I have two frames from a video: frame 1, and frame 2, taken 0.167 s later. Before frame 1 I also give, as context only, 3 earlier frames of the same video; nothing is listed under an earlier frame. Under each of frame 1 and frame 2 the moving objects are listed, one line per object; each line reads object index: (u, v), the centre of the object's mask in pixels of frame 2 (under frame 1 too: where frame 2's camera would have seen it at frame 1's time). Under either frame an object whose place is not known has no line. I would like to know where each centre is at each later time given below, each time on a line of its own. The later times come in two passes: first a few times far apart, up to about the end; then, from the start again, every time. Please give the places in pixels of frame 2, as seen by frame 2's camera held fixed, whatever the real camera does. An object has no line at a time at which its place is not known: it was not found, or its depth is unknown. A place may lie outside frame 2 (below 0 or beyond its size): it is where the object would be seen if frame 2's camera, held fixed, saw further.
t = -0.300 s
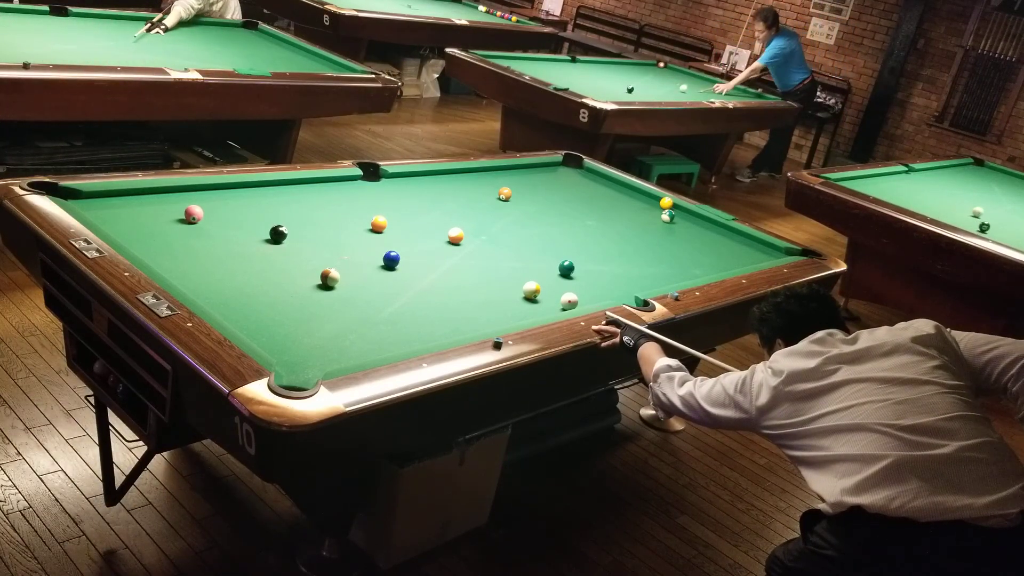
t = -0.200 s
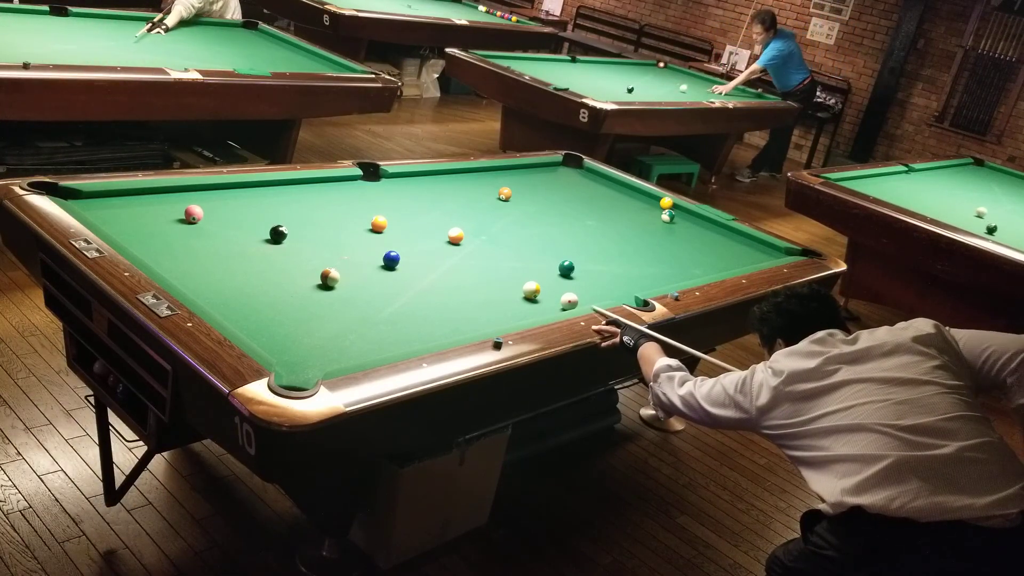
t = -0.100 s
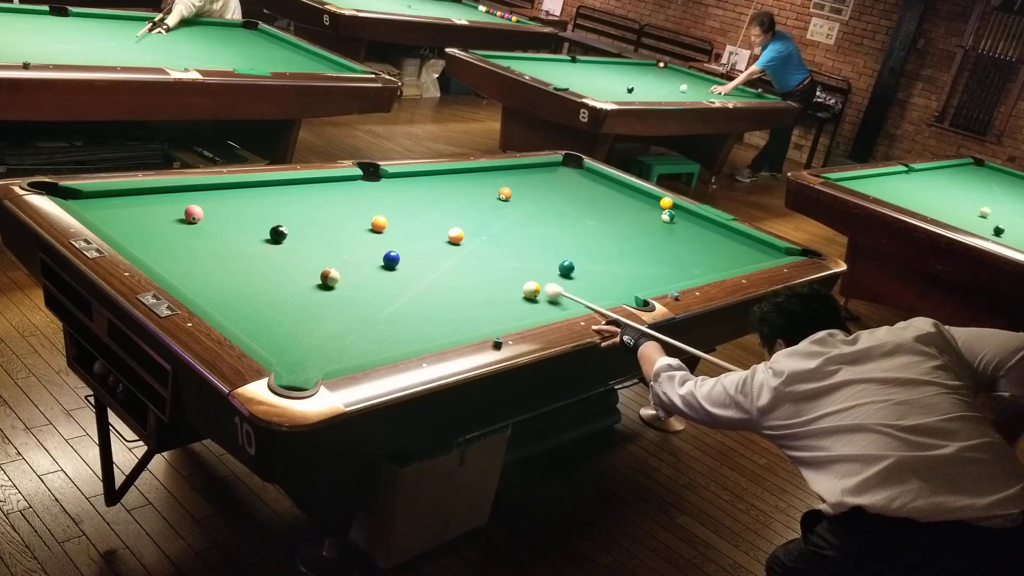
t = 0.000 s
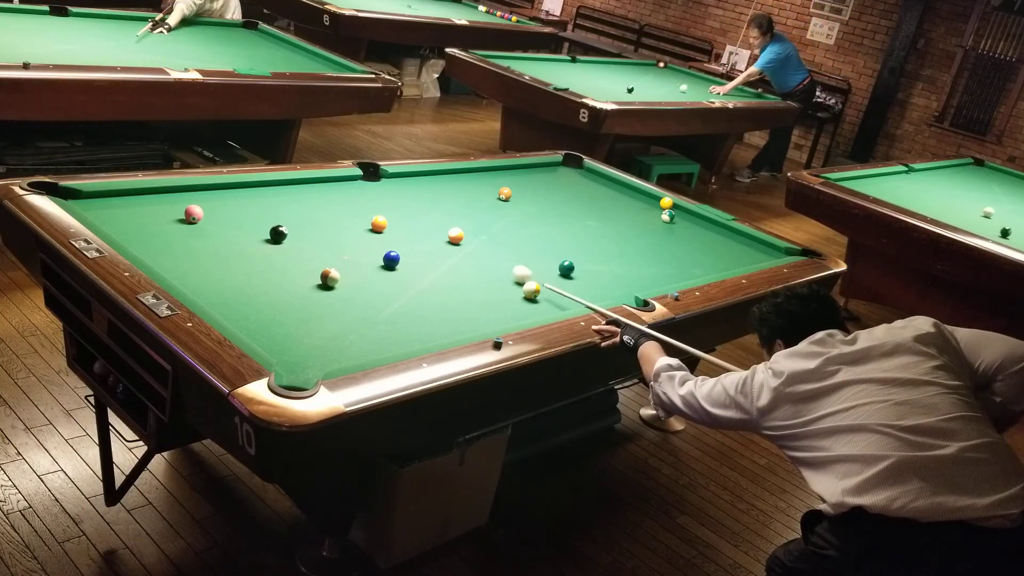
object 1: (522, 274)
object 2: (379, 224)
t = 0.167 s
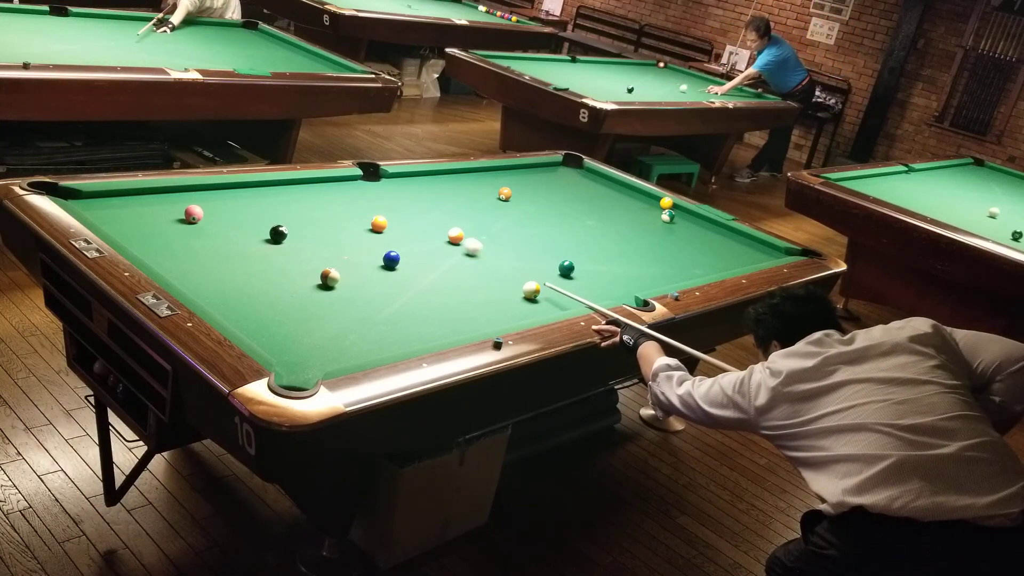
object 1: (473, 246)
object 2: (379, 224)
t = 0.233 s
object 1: (460, 241)
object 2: (379, 223)
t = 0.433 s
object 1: (435, 235)
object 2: (379, 223)
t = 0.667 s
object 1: (406, 226)
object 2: (379, 223)
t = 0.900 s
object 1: (386, 219)
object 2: (372, 223)
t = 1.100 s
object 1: (374, 212)
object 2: (363, 223)
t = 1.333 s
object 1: (361, 206)
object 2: (354, 223)
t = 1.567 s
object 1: (350, 200)
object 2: (346, 223)
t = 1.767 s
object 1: (341, 195)
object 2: (340, 223)
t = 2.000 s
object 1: (332, 190)
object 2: (334, 223)
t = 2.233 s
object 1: (323, 185)
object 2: (329, 223)
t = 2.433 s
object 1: (316, 181)
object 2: (326, 223)
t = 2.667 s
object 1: (320, 183)
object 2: (324, 223)
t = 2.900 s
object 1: (324, 185)
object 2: (322, 222)
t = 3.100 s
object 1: (327, 187)
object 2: (322, 223)
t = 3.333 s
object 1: (329, 188)
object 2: (322, 223)
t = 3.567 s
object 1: (331, 189)
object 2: (322, 223)
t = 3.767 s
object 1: (332, 190)
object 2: (322, 223)
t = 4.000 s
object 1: (332, 190)
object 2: (322, 223)
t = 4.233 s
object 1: (332, 190)
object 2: (322, 223)
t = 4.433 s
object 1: (332, 190)
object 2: (322, 223)
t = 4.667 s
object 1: (332, 190)
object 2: (322, 223)
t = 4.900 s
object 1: (332, 190)
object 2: (322, 223)
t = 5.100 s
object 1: (332, 190)
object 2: (322, 223)
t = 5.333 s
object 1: (332, 190)
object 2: (322, 223)
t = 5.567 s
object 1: (332, 190)
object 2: (322, 223)
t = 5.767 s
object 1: (332, 190)
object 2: (323, 223)
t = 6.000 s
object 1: (332, 190)
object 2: (323, 222)
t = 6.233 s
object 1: (332, 190)
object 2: (323, 223)
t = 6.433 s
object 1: (332, 190)
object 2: (323, 223)
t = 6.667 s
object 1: (332, 190)
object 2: (323, 223)
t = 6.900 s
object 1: (332, 190)
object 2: (323, 223)
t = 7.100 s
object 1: (332, 190)
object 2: (323, 223)
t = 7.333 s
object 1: (332, 190)
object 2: (323, 223)
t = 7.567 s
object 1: (332, 190)
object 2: (323, 223)
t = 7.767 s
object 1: (332, 190)
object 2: (323, 223)
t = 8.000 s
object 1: (332, 190)
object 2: (323, 223)
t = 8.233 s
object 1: (332, 190)
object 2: (323, 223)
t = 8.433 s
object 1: (332, 190)
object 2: (323, 223)
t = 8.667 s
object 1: (332, 190)
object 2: (323, 223)
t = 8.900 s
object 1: (332, 190)
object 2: (323, 223)
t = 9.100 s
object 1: (332, 190)
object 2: (323, 223)
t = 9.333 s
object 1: (332, 190)
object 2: (323, 223)
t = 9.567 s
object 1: (332, 190)
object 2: (323, 222)
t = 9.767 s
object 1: (332, 190)
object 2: (323, 223)
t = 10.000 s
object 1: (332, 190)
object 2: (323, 223)
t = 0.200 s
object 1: (464, 242)
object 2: (379, 223)
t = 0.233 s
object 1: (460, 241)
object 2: (379, 223)
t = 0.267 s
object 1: (457, 241)
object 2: (379, 223)
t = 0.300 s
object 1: (452, 240)
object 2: (379, 223)
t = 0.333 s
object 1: (448, 239)
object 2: (379, 223)
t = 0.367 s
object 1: (444, 237)
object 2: (379, 223)
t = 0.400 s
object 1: (439, 236)
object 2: (379, 223)
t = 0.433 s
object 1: (435, 235)
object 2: (379, 223)
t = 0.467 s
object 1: (431, 233)
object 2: (379, 223)
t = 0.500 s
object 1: (426, 232)
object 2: (379, 223)
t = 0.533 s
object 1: (422, 231)
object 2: (379, 223)
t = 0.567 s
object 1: (418, 230)
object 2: (379, 223)
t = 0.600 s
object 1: (414, 229)
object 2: (379, 223)
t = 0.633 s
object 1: (409, 228)
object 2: (379, 223)
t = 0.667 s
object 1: (406, 226)
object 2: (379, 223)
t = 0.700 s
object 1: (401, 225)
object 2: (379, 223)
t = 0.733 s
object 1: (397, 224)
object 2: (379, 223)
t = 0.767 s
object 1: (394, 223)
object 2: (379, 223)
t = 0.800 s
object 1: (392, 222)
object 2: (377, 224)
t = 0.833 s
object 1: (390, 221)
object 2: (376, 223)
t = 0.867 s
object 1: (388, 220)
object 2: (374, 223)
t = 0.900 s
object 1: (386, 219)
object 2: (372, 223)
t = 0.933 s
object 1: (384, 217)
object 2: (371, 223)
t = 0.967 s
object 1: (382, 216)
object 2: (369, 223)
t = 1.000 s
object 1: (380, 215)
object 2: (368, 223)
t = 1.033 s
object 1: (378, 214)
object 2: (366, 223)
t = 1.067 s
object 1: (376, 213)
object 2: (365, 223)
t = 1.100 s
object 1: (374, 212)
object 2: (363, 223)
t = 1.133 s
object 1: (372, 211)
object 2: (362, 223)
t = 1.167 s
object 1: (370, 211)
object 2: (360, 223)
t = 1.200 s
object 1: (368, 210)
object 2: (359, 223)
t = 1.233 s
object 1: (366, 209)
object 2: (358, 223)
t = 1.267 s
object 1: (365, 208)
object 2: (357, 223)
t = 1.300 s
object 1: (363, 207)
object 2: (355, 223)
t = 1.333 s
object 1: (361, 206)
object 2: (354, 223)
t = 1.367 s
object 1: (360, 205)
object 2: (353, 223)
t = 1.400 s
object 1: (358, 204)
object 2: (352, 223)
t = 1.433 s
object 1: (356, 203)
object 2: (351, 223)
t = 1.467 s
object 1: (355, 202)
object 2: (349, 223)
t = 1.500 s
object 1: (353, 202)
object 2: (348, 223)
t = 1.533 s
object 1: (352, 201)
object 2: (347, 223)
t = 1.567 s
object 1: (350, 200)
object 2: (346, 223)
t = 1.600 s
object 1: (349, 199)
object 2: (345, 223)
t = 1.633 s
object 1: (347, 198)
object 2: (344, 223)
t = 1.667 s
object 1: (346, 197)
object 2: (343, 223)
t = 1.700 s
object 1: (344, 196)
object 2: (342, 223)
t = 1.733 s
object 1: (343, 196)
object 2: (341, 223)
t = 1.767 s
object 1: (341, 195)
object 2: (340, 223)
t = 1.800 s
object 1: (340, 194)
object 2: (339, 223)
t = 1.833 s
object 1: (338, 193)
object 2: (338, 223)
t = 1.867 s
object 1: (337, 193)
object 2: (337, 223)
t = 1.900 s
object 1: (336, 192)
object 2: (336, 223)
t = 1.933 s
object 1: (334, 191)
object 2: (335, 223)
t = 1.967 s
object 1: (333, 190)
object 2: (335, 223)
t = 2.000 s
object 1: (332, 190)
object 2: (334, 223)
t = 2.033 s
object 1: (330, 189)
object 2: (333, 223)
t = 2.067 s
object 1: (329, 188)
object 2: (332, 223)
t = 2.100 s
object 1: (328, 188)
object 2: (332, 223)
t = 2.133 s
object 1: (327, 187)
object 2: (331, 223)
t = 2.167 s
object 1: (325, 186)
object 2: (330, 223)
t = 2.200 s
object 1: (324, 185)
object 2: (330, 223)
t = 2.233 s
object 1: (323, 185)
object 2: (329, 223)
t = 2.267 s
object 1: (322, 184)
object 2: (329, 223)
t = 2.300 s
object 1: (320, 183)
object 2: (328, 223)
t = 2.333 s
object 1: (319, 183)
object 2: (328, 223)
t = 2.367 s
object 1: (318, 182)
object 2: (327, 223)
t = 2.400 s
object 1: (317, 182)
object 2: (327, 223)
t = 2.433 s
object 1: (316, 181)
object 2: (326, 223)
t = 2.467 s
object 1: (317, 182)
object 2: (326, 223)
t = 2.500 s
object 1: (317, 182)
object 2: (325, 223)
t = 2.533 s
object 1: (318, 182)
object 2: (325, 223)
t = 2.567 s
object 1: (318, 182)
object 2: (325, 223)
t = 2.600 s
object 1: (319, 183)
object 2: (325, 223)
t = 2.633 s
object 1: (319, 183)
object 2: (324, 223)
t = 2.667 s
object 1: (320, 183)
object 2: (324, 223)
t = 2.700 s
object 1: (320, 184)
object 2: (323, 223)
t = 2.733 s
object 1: (321, 184)
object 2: (323, 223)
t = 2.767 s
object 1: (322, 184)
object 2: (323, 223)
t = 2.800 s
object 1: (322, 185)
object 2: (323, 222)
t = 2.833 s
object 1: (323, 185)
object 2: (323, 222)
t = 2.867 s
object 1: (323, 185)
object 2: (323, 222)
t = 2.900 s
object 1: (324, 185)
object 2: (322, 222)
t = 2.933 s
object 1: (324, 186)
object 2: (322, 222)
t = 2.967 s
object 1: (325, 186)
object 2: (322, 223)
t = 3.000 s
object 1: (325, 186)
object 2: (322, 222)
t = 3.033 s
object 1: (326, 186)
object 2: (322, 222)
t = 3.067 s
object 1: (326, 187)
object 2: (322, 222)
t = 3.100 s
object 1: (327, 187)
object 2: (322, 223)
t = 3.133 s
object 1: (327, 187)
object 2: (322, 223)
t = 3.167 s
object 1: (327, 187)
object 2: (322, 222)
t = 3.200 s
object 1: (328, 187)
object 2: (322, 223)
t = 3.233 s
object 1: (328, 188)
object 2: (322, 223)
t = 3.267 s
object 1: (329, 188)
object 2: (322, 223)
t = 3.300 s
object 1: (329, 188)
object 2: (322, 223)
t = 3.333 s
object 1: (329, 188)
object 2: (322, 223)
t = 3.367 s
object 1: (330, 188)
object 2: (322, 223)
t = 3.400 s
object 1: (330, 188)
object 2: (322, 223)
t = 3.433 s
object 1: (330, 189)
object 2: (322, 223)
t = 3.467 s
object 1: (330, 189)
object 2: (322, 223)
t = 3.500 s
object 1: (331, 189)
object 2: (322, 223)
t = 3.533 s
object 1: (331, 189)
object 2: (322, 223)
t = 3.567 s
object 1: (331, 189)
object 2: (322, 223)
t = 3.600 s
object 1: (331, 189)
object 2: (322, 223)
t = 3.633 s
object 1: (331, 189)
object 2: (322, 223)
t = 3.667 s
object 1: (331, 189)
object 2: (322, 223)
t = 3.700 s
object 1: (332, 190)
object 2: (322, 223)
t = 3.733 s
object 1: (332, 190)
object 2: (322, 223)
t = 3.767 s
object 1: (332, 190)
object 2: (322, 223)
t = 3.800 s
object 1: (332, 190)
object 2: (322, 222)
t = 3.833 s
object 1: (332, 190)
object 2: (322, 223)
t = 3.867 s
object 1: (332, 190)
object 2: (322, 223)
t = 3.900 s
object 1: (332, 190)
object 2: (322, 223)
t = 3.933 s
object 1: (332, 190)
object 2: (322, 223)
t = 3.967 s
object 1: (332, 190)
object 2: (322, 223)
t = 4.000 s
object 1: (332, 190)
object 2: (322, 223)
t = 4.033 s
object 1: (332, 190)
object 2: (322, 223)
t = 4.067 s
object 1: (332, 190)
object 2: (322, 223)
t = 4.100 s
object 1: (332, 190)
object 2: (322, 223)
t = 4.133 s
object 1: (332, 190)
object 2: (322, 223)
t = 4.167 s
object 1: (332, 190)
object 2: (322, 223)
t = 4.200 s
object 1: (332, 190)
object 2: (322, 223)
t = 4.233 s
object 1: (332, 190)
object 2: (322, 223)
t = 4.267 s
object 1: (332, 190)
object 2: (322, 223)
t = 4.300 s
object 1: (332, 190)
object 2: (322, 223)
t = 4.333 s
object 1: (332, 190)
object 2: (322, 222)
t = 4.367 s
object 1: (332, 190)
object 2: (322, 223)
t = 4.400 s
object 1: (332, 190)
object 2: (322, 223)
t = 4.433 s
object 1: (332, 190)
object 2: (322, 223)
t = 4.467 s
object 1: (332, 190)
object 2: (323, 223)
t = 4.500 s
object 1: (332, 190)
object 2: (322, 223)
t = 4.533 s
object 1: (332, 190)
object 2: (322, 223)
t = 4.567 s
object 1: (332, 190)
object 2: (322, 223)
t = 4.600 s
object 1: (332, 190)
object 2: (322, 223)
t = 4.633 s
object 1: (332, 190)
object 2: (322, 223)
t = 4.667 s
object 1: (332, 190)
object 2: (322, 223)
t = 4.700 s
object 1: (332, 190)
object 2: (322, 223)
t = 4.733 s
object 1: (332, 190)
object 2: (322, 223)
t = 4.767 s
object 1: (332, 190)
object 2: (322, 223)
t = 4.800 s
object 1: (332, 190)
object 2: (322, 223)
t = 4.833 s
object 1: (332, 190)
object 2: (322, 223)
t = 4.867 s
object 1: (332, 190)
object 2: (322, 223)
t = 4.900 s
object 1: (332, 190)
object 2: (322, 223)
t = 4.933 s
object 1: (332, 190)
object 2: (322, 223)
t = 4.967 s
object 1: (332, 190)
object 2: (322, 223)
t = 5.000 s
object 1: (332, 190)
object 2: (322, 223)
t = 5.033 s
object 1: (332, 190)
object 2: (322, 223)
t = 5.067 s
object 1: (332, 190)
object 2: (322, 223)
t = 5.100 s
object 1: (332, 190)
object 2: (322, 223)
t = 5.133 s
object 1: (332, 190)
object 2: (322, 223)
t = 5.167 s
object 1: (332, 190)
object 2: (322, 223)
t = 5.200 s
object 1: (332, 190)
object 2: (322, 223)
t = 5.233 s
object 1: (332, 190)
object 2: (322, 223)
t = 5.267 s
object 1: (332, 190)
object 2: (322, 223)
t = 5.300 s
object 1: (332, 190)
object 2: (322, 223)
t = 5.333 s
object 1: (332, 190)
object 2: (322, 223)
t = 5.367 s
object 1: (332, 190)
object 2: (322, 223)
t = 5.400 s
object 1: (332, 190)
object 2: (322, 223)
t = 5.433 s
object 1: (332, 190)
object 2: (322, 223)
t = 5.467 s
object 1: (332, 190)
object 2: (322, 223)
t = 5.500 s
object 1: (332, 190)
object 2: (322, 223)
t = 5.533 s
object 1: (332, 190)
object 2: (322, 223)
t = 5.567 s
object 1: (332, 190)
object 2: (322, 223)
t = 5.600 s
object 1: (332, 190)
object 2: (322, 223)
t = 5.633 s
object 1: (332, 190)
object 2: (322, 223)
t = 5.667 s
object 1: (332, 190)
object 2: (322, 223)
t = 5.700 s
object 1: (332, 190)
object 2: (322, 223)
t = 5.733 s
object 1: (332, 190)
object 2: (323, 223)
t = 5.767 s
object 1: (332, 190)
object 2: (323, 223)
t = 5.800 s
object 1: (332, 190)
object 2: (323, 223)
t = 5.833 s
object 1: (332, 190)
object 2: (323, 223)
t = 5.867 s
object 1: (332, 190)
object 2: (323, 222)
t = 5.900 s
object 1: (332, 190)
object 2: (323, 222)
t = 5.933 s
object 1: (332, 190)
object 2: (323, 223)
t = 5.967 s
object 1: (332, 190)
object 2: (323, 222)
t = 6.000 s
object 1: (332, 190)
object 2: (323, 222)
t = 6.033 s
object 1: (332, 190)
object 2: (323, 223)
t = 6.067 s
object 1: (332, 190)
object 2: (323, 223)
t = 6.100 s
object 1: (332, 190)
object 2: (323, 223)
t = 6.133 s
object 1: (332, 190)
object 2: (323, 223)
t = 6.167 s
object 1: (332, 190)
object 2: (323, 223)
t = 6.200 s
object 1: (332, 190)
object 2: (323, 223)
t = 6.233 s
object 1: (332, 190)
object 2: (323, 223)
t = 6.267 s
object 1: (332, 190)
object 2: (323, 223)
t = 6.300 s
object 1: (332, 190)
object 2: (323, 223)
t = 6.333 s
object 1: (332, 190)
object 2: (323, 223)
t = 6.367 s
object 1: (332, 190)
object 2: (323, 223)
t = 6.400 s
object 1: (332, 190)
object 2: (323, 223)
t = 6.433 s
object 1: (332, 190)
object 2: (323, 223)
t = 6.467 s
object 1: (332, 190)
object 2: (323, 223)
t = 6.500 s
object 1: (332, 190)
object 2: (323, 223)
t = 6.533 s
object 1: (332, 190)
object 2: (323, 223)
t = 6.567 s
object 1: (332, 190)
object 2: (323, 223)
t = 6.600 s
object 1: (332, 190)
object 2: (323, 223)
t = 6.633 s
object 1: (332, 190)
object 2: (323, 223)
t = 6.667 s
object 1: (332, 190)
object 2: (323, 223)
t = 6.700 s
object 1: (332, 190)
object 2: (323, 223)
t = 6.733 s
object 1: (332, 190)
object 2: (323, 223)
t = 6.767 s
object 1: (332, 190)
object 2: (323, 223)
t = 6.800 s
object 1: (332, 190)
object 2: (323, 223)
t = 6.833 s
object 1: (332, 190)
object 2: (323, 223)
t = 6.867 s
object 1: (332, 190)
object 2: (323, 223)
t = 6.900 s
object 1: (332, 190)
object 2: (323, 223)
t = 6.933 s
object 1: (332, 190)
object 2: (323, 223)
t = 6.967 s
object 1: (332, 190)
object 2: (323, 223)
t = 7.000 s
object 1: (332, 190)
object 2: (323, 223)
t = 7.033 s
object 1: (332, 190)
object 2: (323, 223)
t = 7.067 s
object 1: (332, 190)
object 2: (323, 223)
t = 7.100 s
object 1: (332, 190)
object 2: (323, 223)
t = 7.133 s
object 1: (332, 190)
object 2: (323, 223)
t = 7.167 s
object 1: (332, 190)
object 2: (323, 223)
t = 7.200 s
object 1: (332, 190)
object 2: (323, 223)
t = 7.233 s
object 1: (332, 190)
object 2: (323, 223)
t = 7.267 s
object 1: (332, 190)
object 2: (323, 223)
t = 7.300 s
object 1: (332, 190)
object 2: (323, 223)
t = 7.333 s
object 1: (332, 190)
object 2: (323, 223)
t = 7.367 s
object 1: (332, 190)
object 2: (323, 223)
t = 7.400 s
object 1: (332, 190)
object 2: (323, 223)
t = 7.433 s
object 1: (332, 190)
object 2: (323, 223)
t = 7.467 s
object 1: (332, 190)
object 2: (323, 223)
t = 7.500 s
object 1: (332, 190)
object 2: (323, 223)
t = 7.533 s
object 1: (332, 190)
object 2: (323, 223)
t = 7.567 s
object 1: (332, 190)
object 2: (323, 223)
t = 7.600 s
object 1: (332, 190)
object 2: (323, 223)
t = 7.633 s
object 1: (332, 190)
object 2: (323, 223)
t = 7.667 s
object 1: (332, 190)
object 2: (323, 223)
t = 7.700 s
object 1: (332, 190)
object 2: (323, 223)
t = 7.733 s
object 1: (332, 190)
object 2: (323, 223)
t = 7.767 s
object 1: (332, 190)
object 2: (323, 223)
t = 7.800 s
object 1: (332, 190)
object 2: (323, 223)
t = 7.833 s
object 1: (332, 190)
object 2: (323, 223)
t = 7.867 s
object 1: (332, 190)
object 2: (323, 223)
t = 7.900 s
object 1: (332, 190)
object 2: (323, 223)
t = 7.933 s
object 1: (332, 190)
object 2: (323, 223)
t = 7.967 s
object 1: (332, 190)
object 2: (323, 223)
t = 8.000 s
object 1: (332, 190)
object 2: (323, 223)
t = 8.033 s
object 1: (332, 190)
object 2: (323, 223)
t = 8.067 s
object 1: (332, 190)
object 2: (323, 223)
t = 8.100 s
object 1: (332, 190)
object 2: (323, 223)
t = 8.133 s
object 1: (332, 190)
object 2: (323, 223)
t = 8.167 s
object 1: (332, 190)
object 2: (323, 223)
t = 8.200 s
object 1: (332, 190)
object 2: (323, 223)
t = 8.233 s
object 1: (332, 190)
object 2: (323, 223)
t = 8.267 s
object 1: (332, 190)
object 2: (323, 223)
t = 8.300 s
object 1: (332, 190)
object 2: (323, 223)
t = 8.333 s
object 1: (332, 190)
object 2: (323, 223)
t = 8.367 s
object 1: (332, 190)
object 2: (323, 223)
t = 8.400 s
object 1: (332, 190)
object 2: (323, 223)
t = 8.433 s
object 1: (332, 190)
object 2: (323, 223)
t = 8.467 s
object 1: (332, 190)
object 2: (323, 223)
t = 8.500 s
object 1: (332, 190)
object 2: (323, 223)
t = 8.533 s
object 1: (332, 190)
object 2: (323, 223)
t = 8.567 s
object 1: (332, 190)
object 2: (323, 223)
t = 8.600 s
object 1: (332, 190)
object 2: (323, 223)
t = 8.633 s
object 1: (332, 190)
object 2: (323, 223)
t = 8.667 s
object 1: (332, 190)
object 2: (323, 223)
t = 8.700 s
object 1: (332, 190)
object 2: (323, 223)
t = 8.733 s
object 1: (332, 190)
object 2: (323, 223)
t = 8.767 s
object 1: (332, 190)
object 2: (323, 223)
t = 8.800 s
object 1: (332, 190)
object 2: (323, 223)
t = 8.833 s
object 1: (332, 190)
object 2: (323, 223)
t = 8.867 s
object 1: (332, 190)
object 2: (323, 223)
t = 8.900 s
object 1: (332, 190)
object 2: (323, 223)
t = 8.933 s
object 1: (332, 190)
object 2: (323, 223)
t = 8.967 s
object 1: (332, 190)
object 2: (323, 223)
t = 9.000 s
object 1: (332, 190)
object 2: (323, 223)
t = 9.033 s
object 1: (332, 190)
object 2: (323, 223)
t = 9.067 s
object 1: (332, 190)
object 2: (323, 223)
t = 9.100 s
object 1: (332, 190)
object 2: (323, 223)
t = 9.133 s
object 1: (332, 190)
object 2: (323, 223)
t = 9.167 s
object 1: (332, 190)
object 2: (323, 223)
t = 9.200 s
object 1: (332, 190)
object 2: (323, 223)
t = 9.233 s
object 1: (332, 190)
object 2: (323, 223)
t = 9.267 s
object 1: (332, 190)
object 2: (323, 223)
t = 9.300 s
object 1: (332, 190)
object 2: (323, 223)
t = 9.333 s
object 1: (332, 190)
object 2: (323, 223)
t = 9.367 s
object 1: (332, 190)
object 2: (323, 223)
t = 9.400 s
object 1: (332, 190)
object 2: (323, 223)
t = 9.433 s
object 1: (332, 190)
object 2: (323, 223)
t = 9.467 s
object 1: (332, 190)
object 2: (323, 223)
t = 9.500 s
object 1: (332, 190)
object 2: (323, 223)
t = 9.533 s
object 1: (332, 190)
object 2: (323, 222)
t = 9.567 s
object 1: (332, 190)
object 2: (323, 222)
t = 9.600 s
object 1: (332, 190)
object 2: (323, 223)
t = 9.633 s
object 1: (332, 190)
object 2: (323, 223)
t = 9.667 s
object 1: (332, 190)
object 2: (323, 223)
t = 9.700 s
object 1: (332, 190)
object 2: (323, 223)
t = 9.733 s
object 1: (332, 190)
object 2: (323, 223)
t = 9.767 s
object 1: (332, 190)
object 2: (323, 223)
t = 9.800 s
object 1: (332, 190)
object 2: (323, 223)
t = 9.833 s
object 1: (332, 190)
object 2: (323, 223)
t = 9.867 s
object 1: (332, 190)
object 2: (323, 223)
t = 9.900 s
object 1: (332, 190)
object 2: (323, 223)
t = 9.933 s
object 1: (332, 190)
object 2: (323, 223)
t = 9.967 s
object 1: (332, 190)
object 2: (323, 223)
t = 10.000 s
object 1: (332, 190)
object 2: (323, 223)
